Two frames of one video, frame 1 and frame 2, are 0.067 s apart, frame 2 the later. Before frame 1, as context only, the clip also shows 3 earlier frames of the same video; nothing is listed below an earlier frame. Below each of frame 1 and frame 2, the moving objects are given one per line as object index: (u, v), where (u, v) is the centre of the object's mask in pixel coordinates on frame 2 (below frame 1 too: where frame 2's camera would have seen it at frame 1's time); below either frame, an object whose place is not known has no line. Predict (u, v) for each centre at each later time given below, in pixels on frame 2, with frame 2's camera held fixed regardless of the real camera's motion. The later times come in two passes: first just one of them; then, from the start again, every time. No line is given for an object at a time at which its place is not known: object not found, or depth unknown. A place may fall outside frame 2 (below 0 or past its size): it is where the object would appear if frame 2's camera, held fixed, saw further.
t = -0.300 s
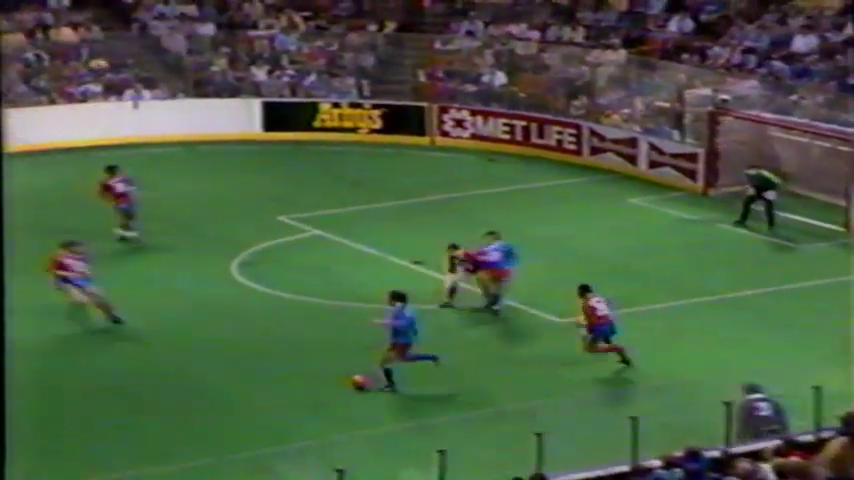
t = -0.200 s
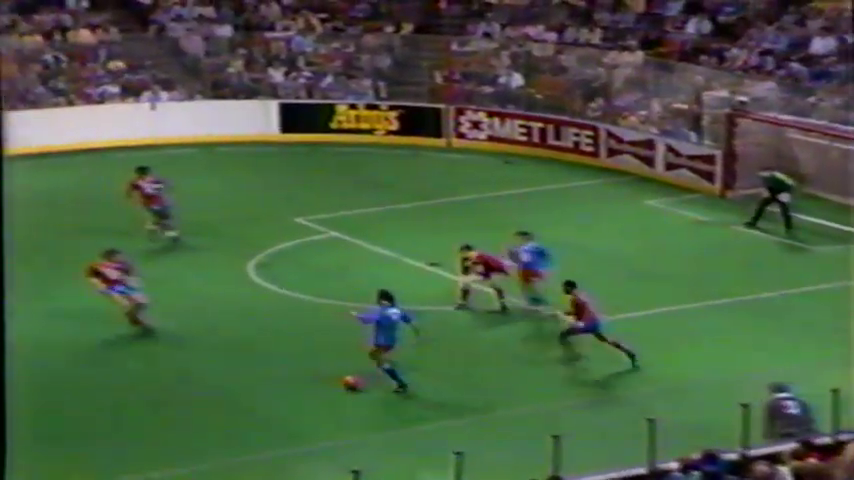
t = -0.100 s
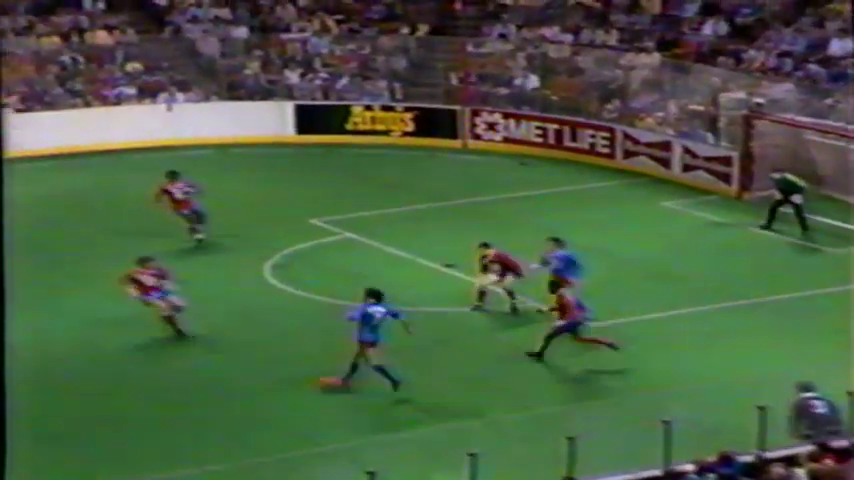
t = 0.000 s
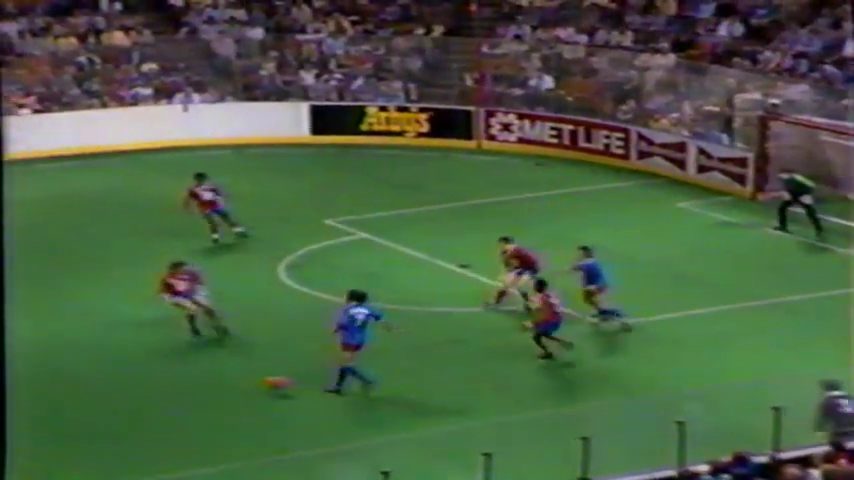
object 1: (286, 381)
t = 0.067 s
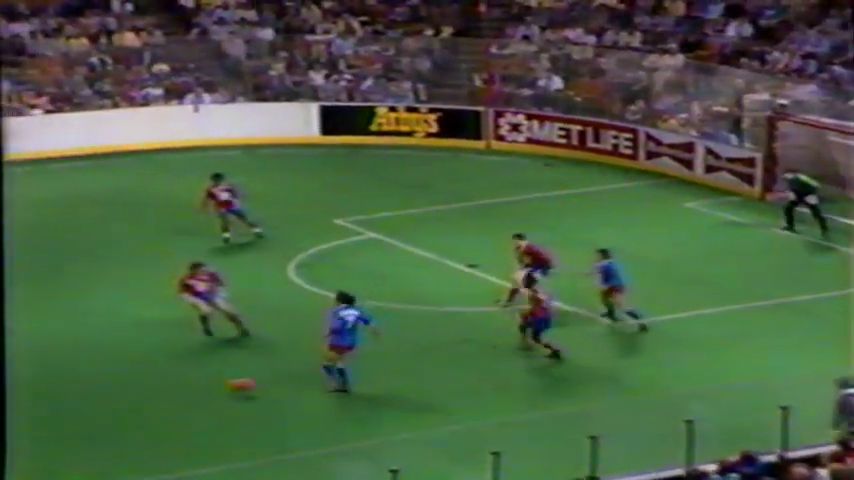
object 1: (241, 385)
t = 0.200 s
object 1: (151, 394)
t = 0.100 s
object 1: (218, 390)
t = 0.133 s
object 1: (194, 392)
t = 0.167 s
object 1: (172, 393)
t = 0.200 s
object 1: (151, 394)
